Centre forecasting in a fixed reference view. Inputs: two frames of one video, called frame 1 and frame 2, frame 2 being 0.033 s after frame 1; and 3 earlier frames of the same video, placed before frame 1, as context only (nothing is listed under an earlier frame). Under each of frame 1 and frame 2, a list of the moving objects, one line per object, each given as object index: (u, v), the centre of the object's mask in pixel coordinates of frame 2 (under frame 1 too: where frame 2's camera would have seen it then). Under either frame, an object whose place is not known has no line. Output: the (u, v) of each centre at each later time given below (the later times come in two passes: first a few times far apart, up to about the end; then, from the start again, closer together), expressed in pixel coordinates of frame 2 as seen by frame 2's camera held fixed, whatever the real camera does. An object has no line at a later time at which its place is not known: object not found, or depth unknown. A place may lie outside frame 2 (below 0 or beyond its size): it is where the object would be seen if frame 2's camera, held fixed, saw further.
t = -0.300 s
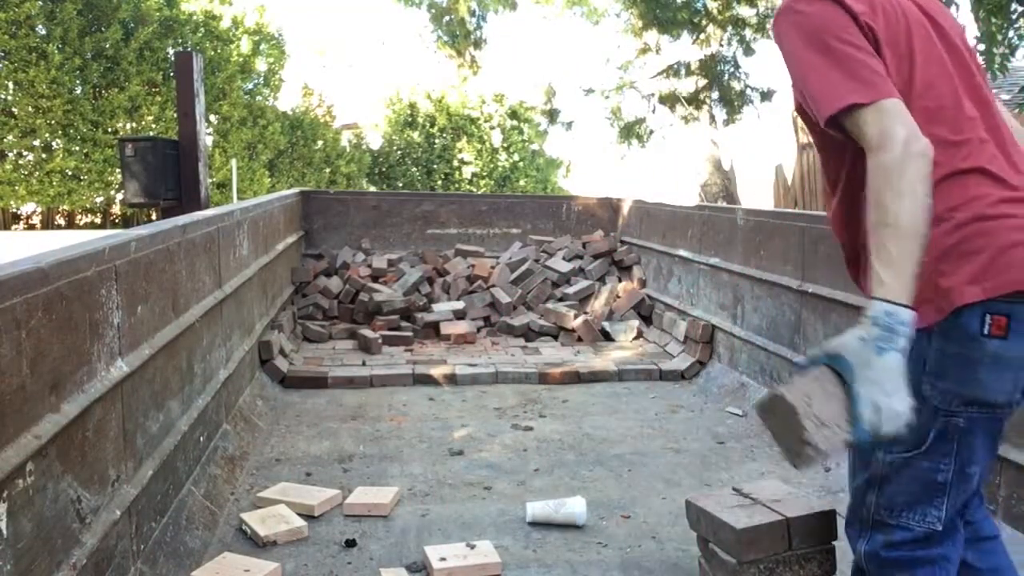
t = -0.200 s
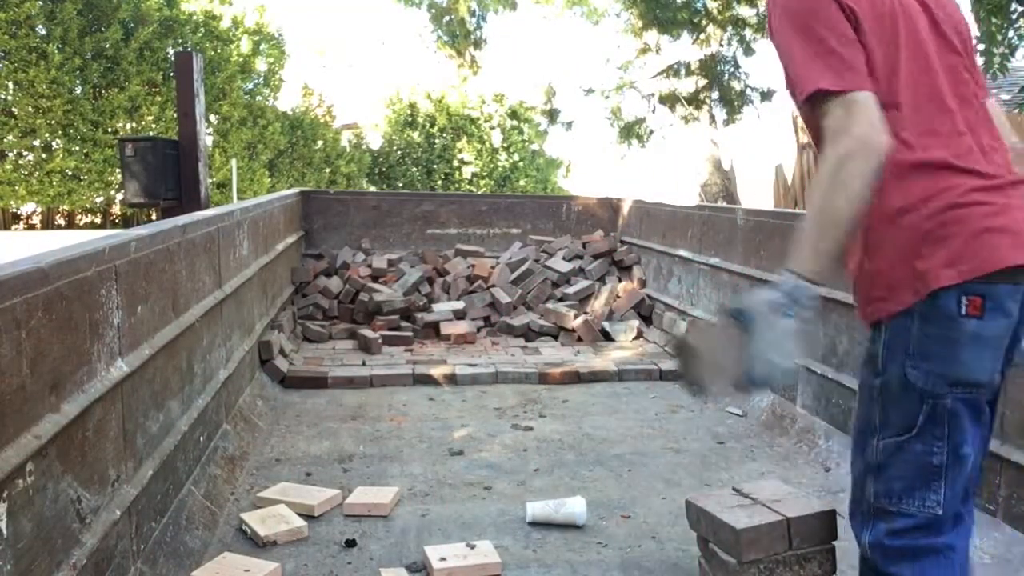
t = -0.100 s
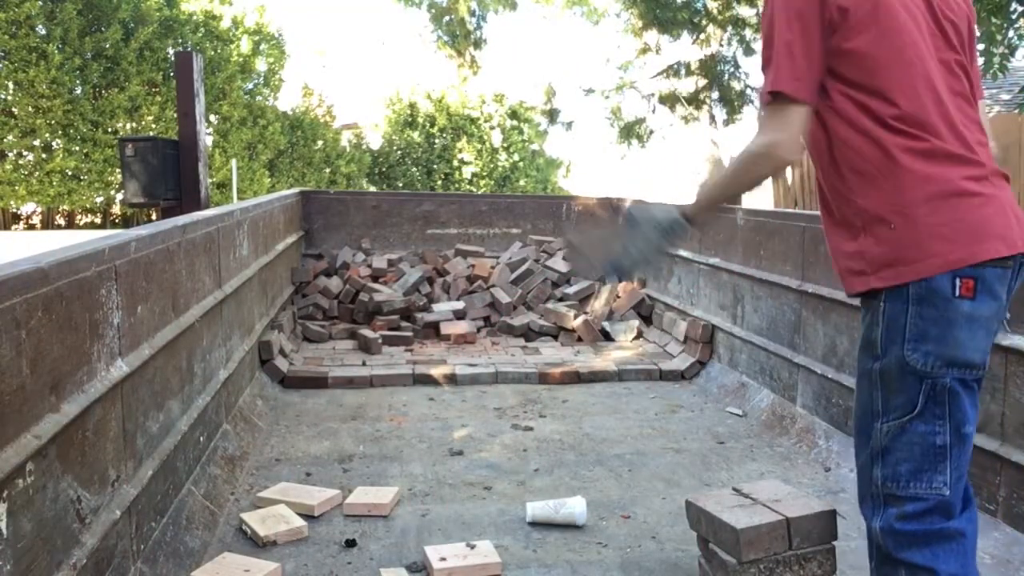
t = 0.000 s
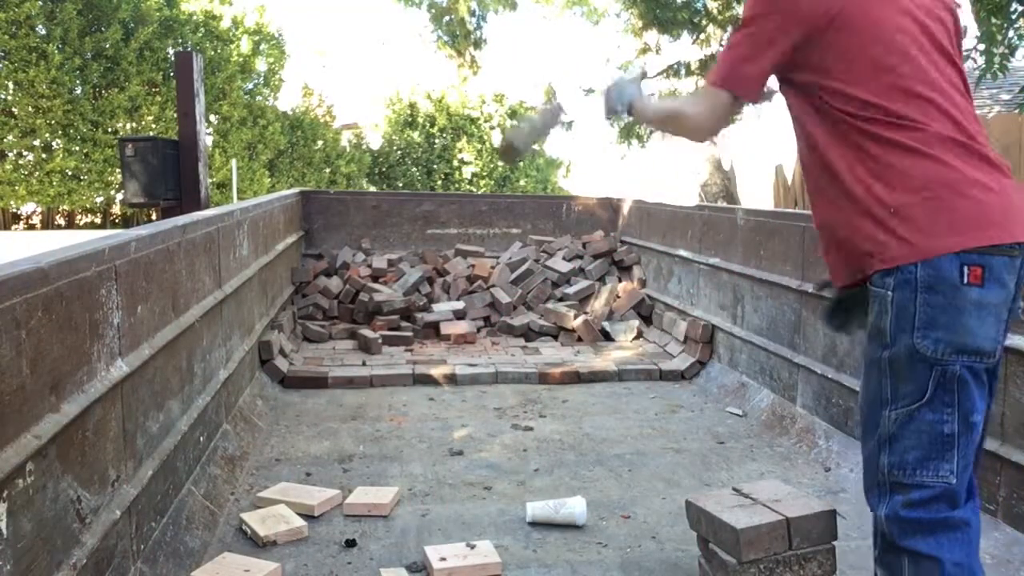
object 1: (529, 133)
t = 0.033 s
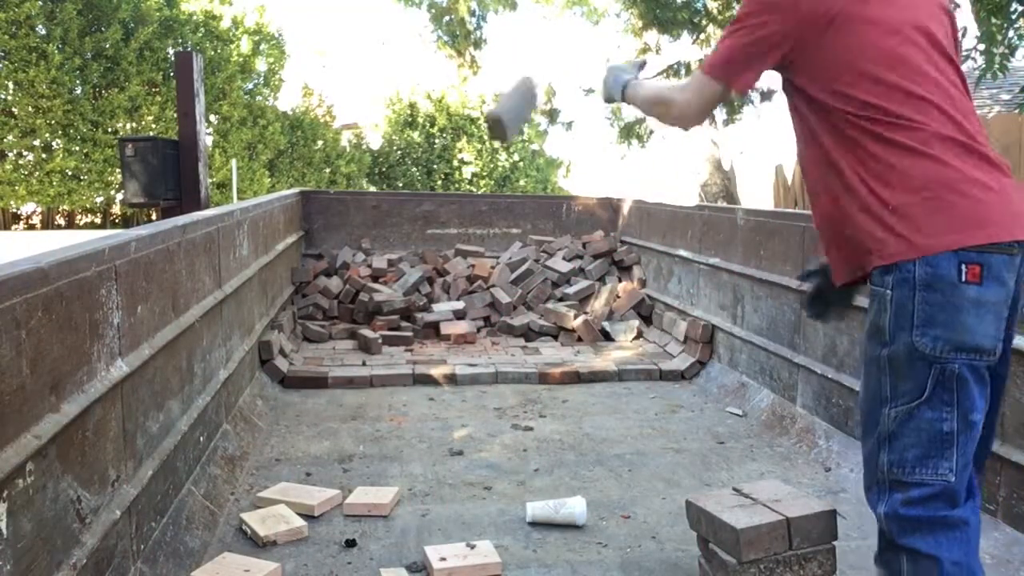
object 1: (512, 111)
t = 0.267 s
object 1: (430, 86)
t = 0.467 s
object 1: (396, 159)
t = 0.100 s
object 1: (479, 84)
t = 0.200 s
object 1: (449, 75)
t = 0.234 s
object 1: (439, 79)
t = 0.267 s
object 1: (430, 86)
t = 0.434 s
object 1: (399, 143)
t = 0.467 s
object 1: (396, 159)
